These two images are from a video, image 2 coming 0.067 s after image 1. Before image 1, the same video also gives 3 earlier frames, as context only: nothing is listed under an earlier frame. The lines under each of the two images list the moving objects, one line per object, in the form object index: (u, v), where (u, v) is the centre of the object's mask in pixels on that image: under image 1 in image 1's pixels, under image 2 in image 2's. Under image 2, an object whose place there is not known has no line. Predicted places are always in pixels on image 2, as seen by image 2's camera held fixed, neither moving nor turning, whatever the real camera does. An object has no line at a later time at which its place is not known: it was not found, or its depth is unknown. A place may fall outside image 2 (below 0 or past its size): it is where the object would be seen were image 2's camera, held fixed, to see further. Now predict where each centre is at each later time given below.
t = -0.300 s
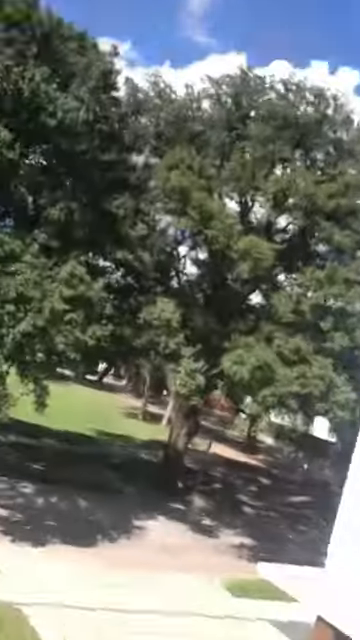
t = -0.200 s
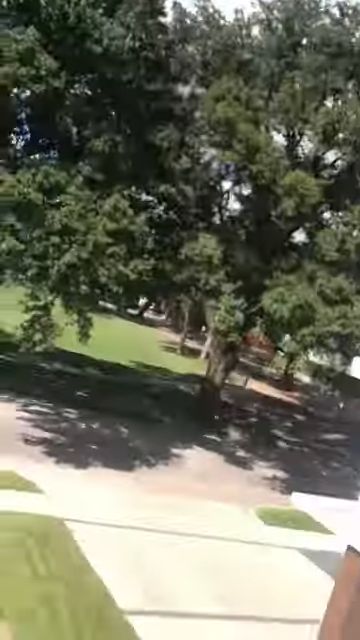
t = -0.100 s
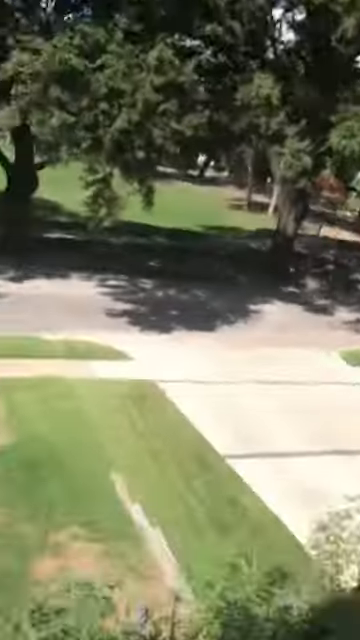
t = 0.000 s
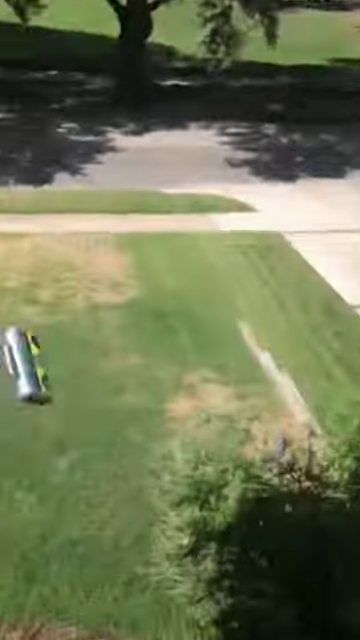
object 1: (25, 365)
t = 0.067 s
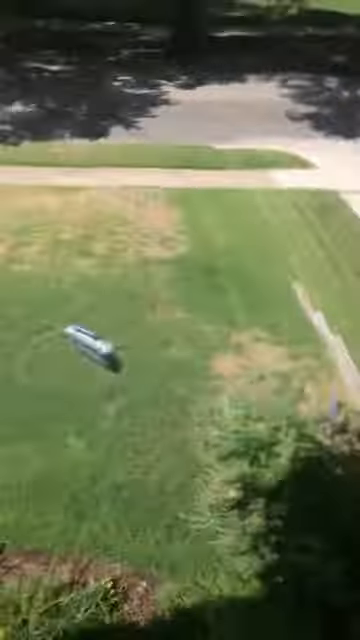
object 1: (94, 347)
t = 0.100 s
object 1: (98, 358)
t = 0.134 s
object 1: (100, 373)
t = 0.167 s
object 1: (104, 387)
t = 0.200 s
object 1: (102, 402)
